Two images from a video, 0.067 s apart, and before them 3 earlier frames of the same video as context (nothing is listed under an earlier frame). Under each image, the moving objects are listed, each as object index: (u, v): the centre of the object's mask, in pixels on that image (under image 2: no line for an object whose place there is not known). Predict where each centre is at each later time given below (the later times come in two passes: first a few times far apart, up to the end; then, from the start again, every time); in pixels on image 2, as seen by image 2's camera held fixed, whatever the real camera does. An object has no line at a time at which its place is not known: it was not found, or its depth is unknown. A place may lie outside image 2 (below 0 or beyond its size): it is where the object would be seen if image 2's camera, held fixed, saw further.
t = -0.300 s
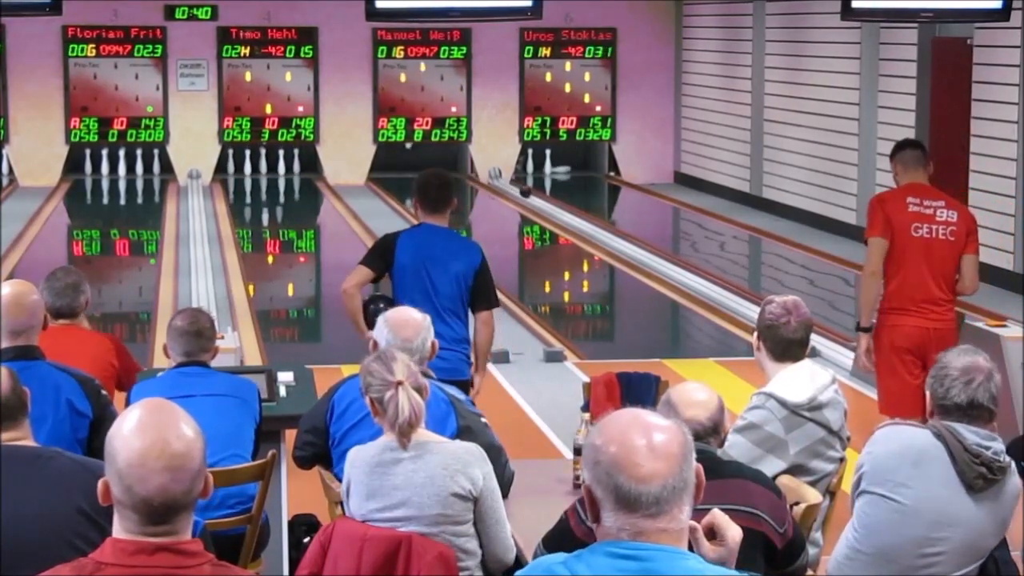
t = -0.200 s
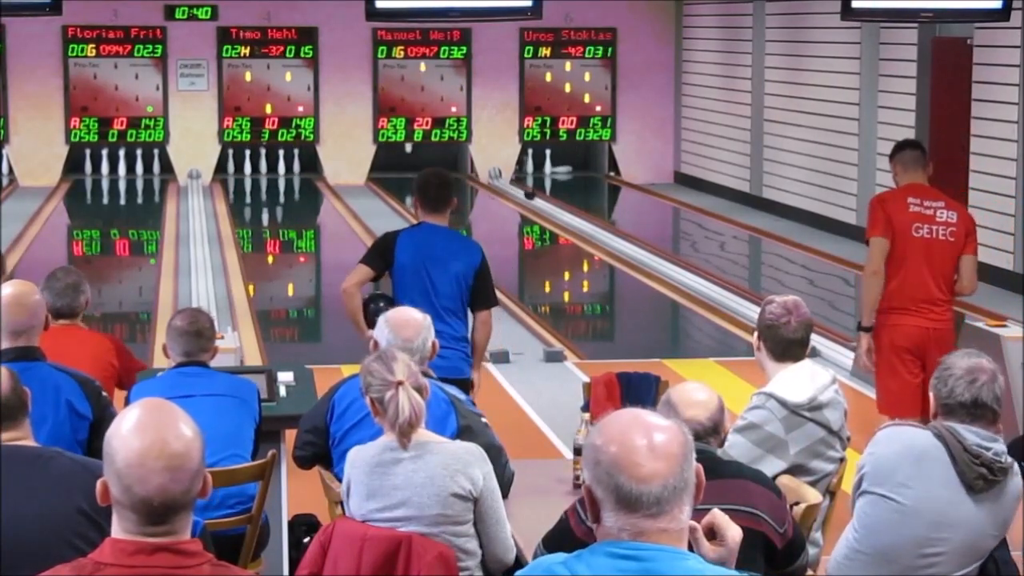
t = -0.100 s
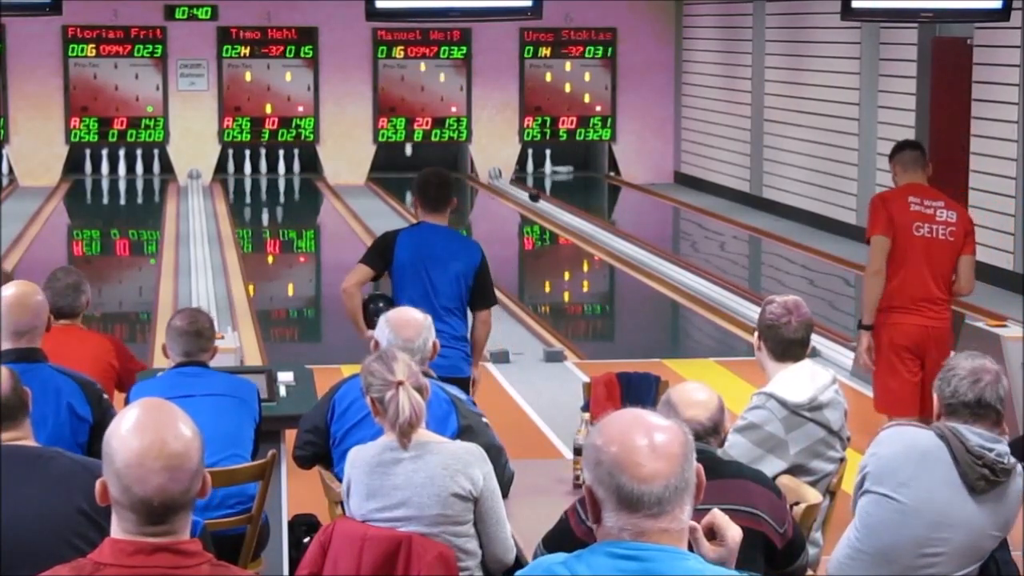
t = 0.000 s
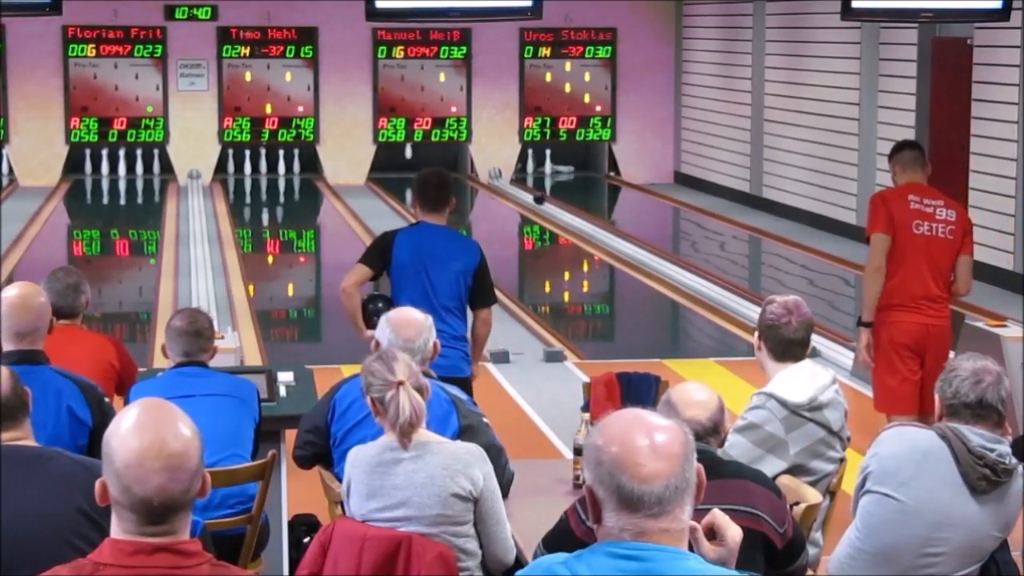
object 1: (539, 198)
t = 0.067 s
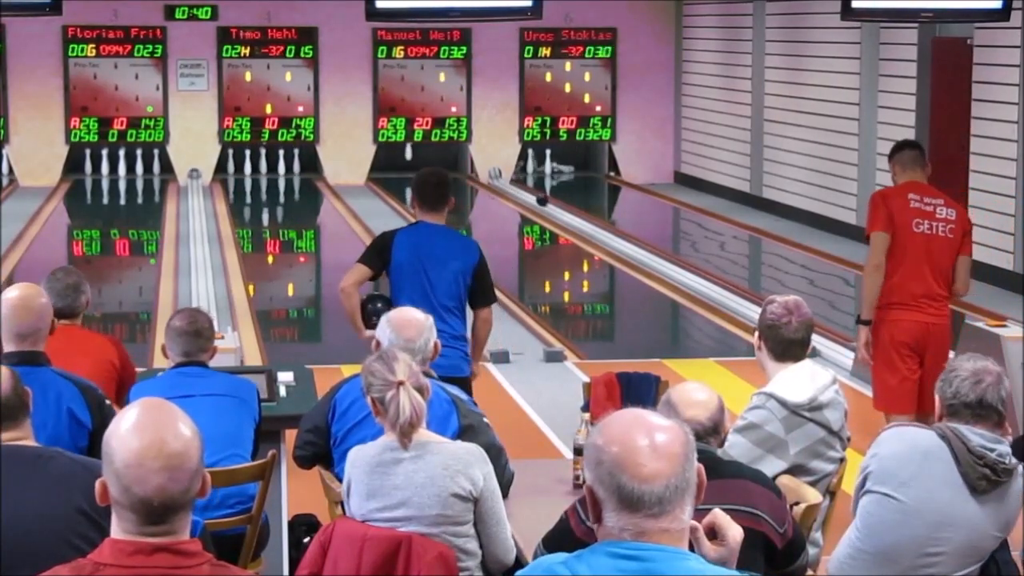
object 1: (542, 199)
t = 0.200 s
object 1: (548, 203)
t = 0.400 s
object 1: (558, 207)
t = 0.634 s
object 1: (571, 214)
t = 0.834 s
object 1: (582, 218)
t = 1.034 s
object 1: (594, 225)
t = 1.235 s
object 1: (606, 231)
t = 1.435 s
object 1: (620, 238)
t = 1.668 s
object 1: (637, 246)
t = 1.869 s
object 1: (651, 253)
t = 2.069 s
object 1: (667, 262)
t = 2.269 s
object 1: (684, 270)
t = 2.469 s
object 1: (702, 279)
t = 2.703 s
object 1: (725, 290)
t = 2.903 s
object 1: (744, 299)
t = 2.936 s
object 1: (747, 300)
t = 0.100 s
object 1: (544, 201)
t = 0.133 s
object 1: (545, 201)
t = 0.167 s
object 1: (547, 203)
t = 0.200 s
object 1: (548, 203)
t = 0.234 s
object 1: (550, 204)
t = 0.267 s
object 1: (551, 204)
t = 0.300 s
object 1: (553, 205)
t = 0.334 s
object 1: (555, 206)
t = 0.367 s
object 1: (557, 207)
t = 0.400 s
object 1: (558, 207)
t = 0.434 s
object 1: (560, 208)
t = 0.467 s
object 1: (561, 208)
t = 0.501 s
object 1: (562, 209)
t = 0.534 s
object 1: (563, 209)
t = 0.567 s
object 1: (565, 209)
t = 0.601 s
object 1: (568, 212)
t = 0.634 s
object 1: (571, 214)
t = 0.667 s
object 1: (572, 214)
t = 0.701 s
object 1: (574, 215)
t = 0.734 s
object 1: (576, 216)
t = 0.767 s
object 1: (579, 218)
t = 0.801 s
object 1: (580, 218)
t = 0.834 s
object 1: (582, 218)
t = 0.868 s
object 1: (584, 220)
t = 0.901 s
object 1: (586, 221)
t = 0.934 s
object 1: (588, 223)
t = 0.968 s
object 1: (590, 223)
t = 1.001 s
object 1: (592, 224)
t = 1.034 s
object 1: (594, 225)
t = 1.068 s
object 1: (596, 226)
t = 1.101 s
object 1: (598, 227)
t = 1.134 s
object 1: (600, 228)
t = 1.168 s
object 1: (602, 229)
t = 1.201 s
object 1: (604, 230)
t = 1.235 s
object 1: (606, 231)
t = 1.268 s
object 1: (609, 232)
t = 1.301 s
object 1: (610, 233)
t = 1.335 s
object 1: (613, 234)
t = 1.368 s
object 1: (615, 236)
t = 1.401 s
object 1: (617, 237)
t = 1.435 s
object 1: (620, 238)
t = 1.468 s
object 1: (622, 239)
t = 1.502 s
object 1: (624, 240)
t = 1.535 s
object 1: (627, 241)
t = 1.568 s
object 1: (629, 243)
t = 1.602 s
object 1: (631, 244)
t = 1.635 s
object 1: (634, 245)
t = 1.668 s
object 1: (637, 246)
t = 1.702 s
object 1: (639, 247)
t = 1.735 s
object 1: (641, 248)
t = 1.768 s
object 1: (644, 250)
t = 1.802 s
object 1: (647, 251)
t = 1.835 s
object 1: (649, 252)
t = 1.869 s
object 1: (651, 253)
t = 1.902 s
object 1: (654, 255)
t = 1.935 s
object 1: (657, 256)
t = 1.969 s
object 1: (659, 258)
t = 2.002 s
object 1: (662, 259)
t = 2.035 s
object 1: (665, 260)
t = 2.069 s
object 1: (667, 262)
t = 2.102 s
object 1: (670, 263)
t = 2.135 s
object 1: (673, 264)
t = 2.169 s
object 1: (676, 266)
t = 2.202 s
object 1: (679, 267)
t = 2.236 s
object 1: (681, 269)
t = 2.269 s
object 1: (684, 270)
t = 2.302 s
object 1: (687, 271)
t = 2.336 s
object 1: (690, 273)
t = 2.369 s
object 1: (693, 274)
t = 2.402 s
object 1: (696, 276)
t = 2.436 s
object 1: (699, 277)
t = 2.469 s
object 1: (702, 279)
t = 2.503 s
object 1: (706, 281)
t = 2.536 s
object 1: (709, 282)
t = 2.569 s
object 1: (712, 284)
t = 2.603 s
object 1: (715, 286)
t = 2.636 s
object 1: (718, 287)
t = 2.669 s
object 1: (722, 289)
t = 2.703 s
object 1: (725, 290)
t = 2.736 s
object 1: (728, 292)
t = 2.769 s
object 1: (732, 294)
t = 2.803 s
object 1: (735, 296)
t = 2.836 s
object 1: (739, 297)
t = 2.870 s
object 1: (742, 298)
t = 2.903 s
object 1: (744, 299)
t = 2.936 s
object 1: (747, 300)
